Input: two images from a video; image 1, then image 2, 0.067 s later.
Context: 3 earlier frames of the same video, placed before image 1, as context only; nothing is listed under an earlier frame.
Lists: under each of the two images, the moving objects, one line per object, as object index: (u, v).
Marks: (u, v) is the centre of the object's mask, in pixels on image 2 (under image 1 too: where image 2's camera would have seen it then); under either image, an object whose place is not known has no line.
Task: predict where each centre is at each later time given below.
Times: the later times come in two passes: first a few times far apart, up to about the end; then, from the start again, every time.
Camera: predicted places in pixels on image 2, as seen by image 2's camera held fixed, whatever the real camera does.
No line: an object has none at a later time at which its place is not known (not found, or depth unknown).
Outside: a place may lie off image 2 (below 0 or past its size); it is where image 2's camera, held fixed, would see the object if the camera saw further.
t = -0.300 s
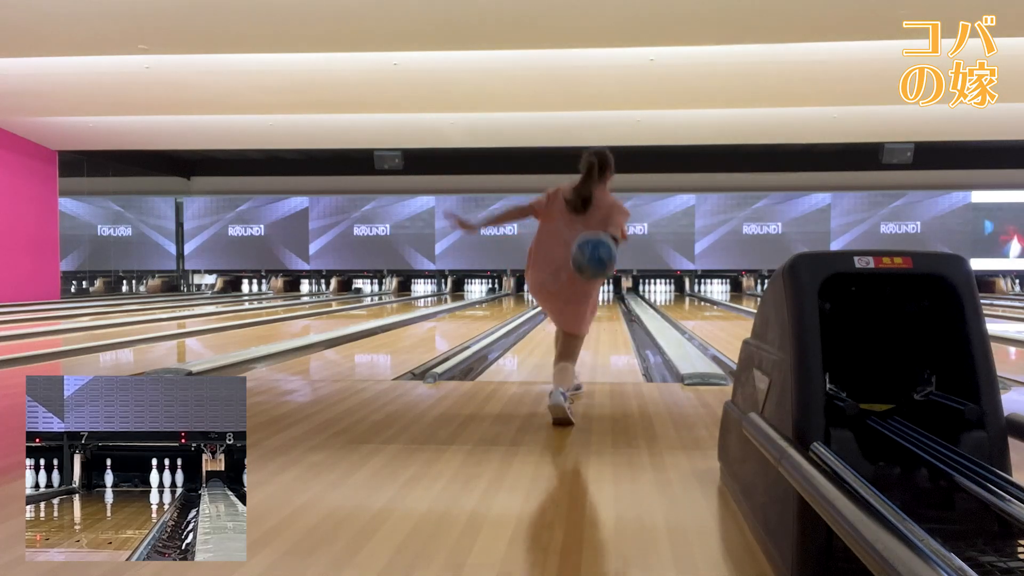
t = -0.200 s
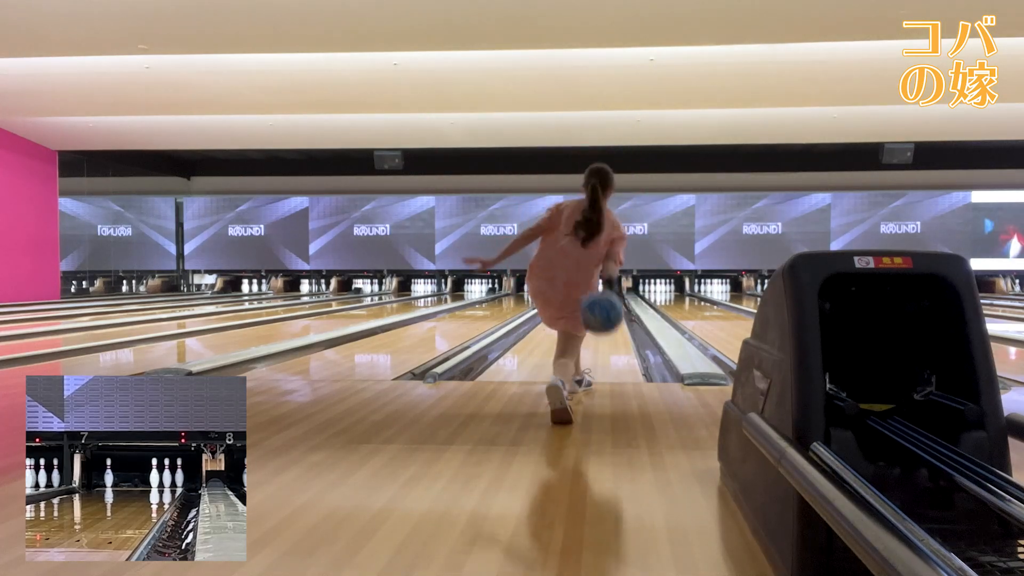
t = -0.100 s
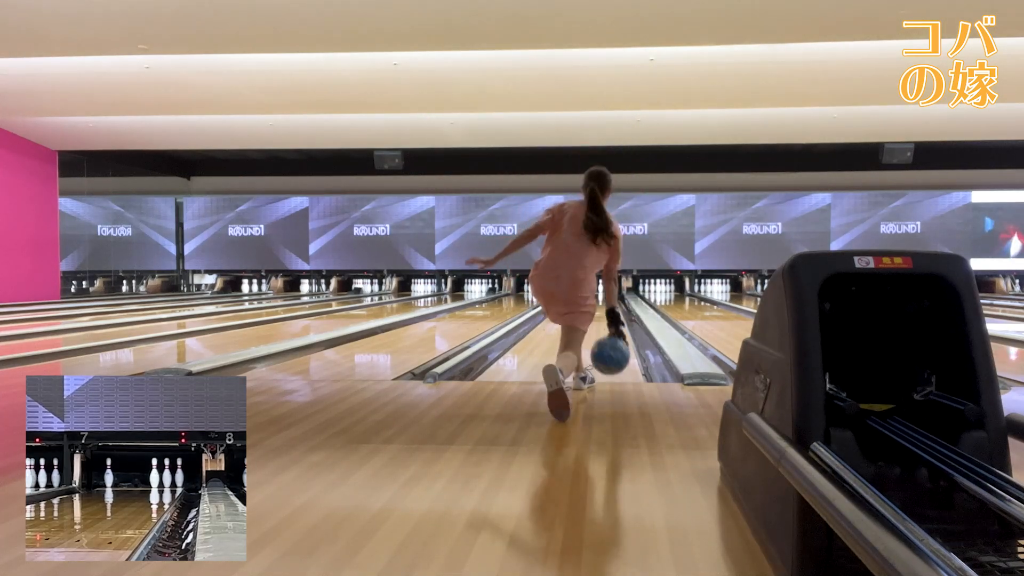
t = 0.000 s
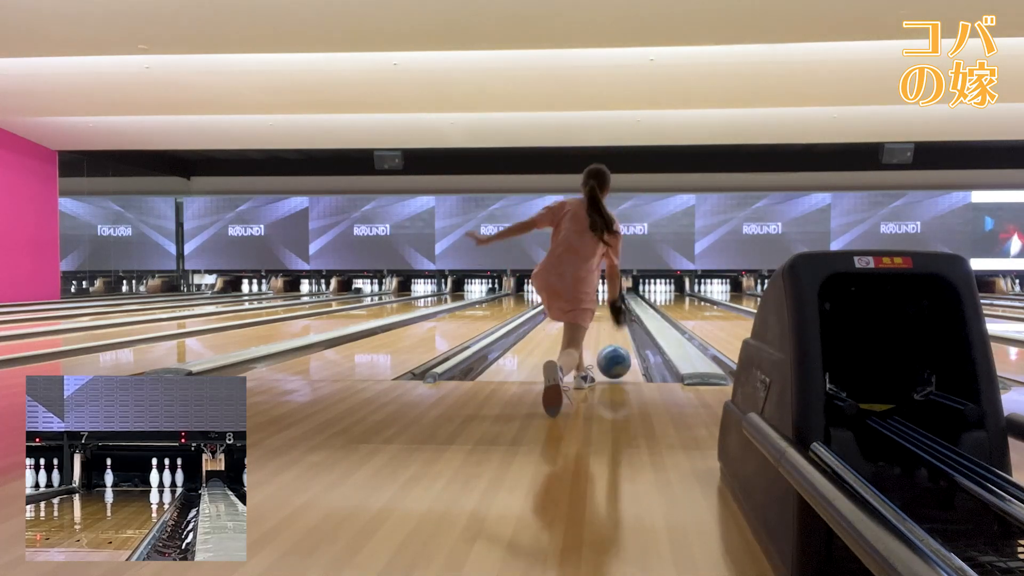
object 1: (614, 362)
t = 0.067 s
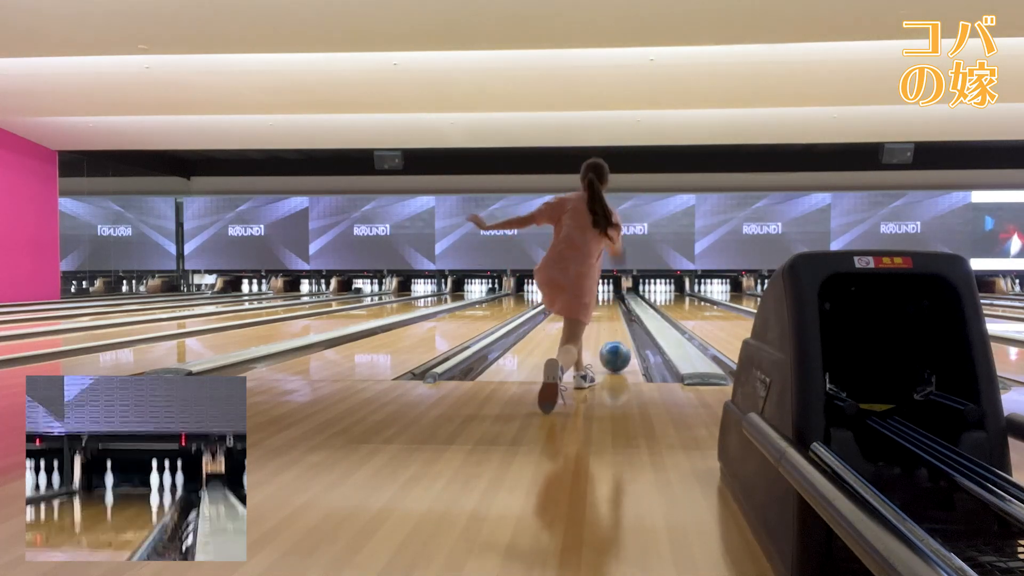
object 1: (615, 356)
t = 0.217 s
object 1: (617, 343)
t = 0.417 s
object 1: (618, 330)
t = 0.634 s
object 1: (619, 321)
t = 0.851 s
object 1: (620, 314)
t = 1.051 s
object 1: (619, 309)
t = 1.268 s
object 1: (618, 305)
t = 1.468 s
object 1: (617, 302)
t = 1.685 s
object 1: (616, 299)
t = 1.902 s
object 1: (614, 297)
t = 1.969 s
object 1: (613, 296)
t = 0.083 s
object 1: (615, 355)
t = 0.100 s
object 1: (615, 353)
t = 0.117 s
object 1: (616, 352)
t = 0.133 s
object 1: (616, 350)
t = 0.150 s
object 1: (616, 349)
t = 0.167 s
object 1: (616, 347)
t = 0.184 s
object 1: (617, 346)
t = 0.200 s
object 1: (617, 344)
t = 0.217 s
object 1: (617, 343)
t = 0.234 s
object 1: (617, 342)
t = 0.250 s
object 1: (617, 340)
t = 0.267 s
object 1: (617, 339)
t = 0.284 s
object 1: (617, 338)
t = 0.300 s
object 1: (618, 337)
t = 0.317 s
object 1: (618, 336)
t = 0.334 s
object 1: (618, 335)
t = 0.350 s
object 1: (618, 334)
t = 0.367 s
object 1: (618, 333)
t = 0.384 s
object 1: (618, 332)
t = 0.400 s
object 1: (618, 331)
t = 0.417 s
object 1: (618, 330)
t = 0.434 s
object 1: (619, 329)
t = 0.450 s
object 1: (619, 328)
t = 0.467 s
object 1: (619, 327)
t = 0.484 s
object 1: (619, 327)
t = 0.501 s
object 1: (619, 326)
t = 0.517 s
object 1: (619, 325)
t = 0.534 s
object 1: (619, 324)
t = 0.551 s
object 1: (619, 324)
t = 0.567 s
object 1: (619, 323)
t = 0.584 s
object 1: (619, 322)
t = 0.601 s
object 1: (619, 322)
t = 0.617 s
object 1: (619, 321)
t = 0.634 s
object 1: (619, 321)
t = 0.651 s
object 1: (619, 320)
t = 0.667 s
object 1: (619, 319)
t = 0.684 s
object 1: (619, 318)
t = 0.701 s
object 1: (619, 318)
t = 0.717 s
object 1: (619, 317)
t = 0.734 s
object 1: (619, 317)
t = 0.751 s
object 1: (619, 316)
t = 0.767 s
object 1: (619, 316)
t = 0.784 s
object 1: (619, 315)
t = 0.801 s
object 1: (619, 315)
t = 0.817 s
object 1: (619, 314)
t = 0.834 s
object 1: (619, 314)
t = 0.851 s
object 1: (620, 314)
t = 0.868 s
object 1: (619, 313)
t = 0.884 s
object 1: (619, 312)
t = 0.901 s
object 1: (619, 312)
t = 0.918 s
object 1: (619, 312)
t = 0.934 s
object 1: (619, 311)
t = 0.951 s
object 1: (619, 311)
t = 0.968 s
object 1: (619, 311)
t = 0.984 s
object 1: (619, 310)
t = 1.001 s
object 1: (619, 310)
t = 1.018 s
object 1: (619, 309)
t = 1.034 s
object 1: (619, 309)
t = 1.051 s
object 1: (619, 309)
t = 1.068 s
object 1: (619, 308)
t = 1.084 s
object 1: (619, 308)
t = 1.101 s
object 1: (619, 308)
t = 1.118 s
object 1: (619, 307)
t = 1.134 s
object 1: (619, 307)
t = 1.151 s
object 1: (619, 307)
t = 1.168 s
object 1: (619, 306)
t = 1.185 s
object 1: (619, 306)
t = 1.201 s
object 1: (618, 306)
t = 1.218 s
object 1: (618, 305)
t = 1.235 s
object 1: (618, 305)
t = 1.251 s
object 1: (618, 305)
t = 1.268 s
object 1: (618, 305)
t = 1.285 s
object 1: (618, 304)
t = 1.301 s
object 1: (618, 304)
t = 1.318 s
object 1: (618, 304)
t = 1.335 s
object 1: (618, 304)
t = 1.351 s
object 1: (618, 304)
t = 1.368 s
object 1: (618, 303)
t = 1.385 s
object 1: (617, 303)
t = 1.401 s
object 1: (618, 302)
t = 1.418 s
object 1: (617, 302)
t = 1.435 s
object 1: (617, 302)
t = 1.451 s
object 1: (617, 302)
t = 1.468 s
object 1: (617, 302)
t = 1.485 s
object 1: (617, 301)
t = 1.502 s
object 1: (617, 301)
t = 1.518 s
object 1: (617, 301)
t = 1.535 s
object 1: (617, 301)
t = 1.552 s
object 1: (617, 301)
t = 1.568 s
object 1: (617, 300)
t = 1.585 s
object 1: (617, 300)
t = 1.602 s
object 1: (617, 300)
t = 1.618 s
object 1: (616, 300)
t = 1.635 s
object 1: (617, 300)
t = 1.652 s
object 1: (616, 299)
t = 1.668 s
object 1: (616, 299)
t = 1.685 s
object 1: (616, 299)
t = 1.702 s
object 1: (616, 299)
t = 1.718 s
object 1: (616, 299)
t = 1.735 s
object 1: (616, 298)
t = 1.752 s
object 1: (615, 298)
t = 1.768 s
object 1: (615, 298)
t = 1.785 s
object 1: (615, 298)
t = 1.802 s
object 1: (615, 298)
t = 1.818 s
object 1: (615, 298)
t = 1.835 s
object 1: (615, 298)
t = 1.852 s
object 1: (615, 297)
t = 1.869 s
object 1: (614, 297)
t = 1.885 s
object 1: (614, 297)
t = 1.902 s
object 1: (614, 297)
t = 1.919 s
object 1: (614, 297)
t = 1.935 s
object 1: (614, 297)
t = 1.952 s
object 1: (614, 297)
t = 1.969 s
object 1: (613, 296)
